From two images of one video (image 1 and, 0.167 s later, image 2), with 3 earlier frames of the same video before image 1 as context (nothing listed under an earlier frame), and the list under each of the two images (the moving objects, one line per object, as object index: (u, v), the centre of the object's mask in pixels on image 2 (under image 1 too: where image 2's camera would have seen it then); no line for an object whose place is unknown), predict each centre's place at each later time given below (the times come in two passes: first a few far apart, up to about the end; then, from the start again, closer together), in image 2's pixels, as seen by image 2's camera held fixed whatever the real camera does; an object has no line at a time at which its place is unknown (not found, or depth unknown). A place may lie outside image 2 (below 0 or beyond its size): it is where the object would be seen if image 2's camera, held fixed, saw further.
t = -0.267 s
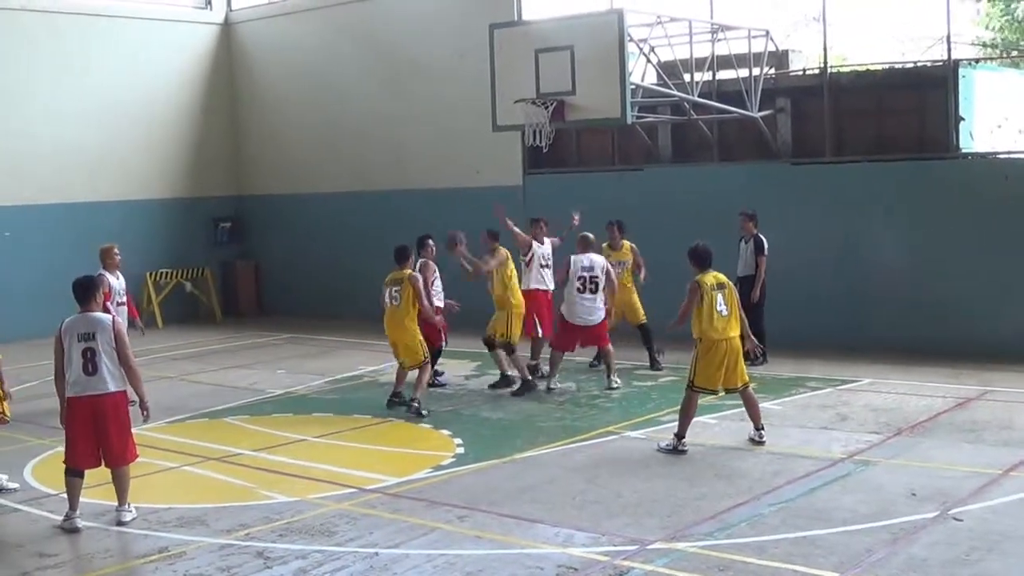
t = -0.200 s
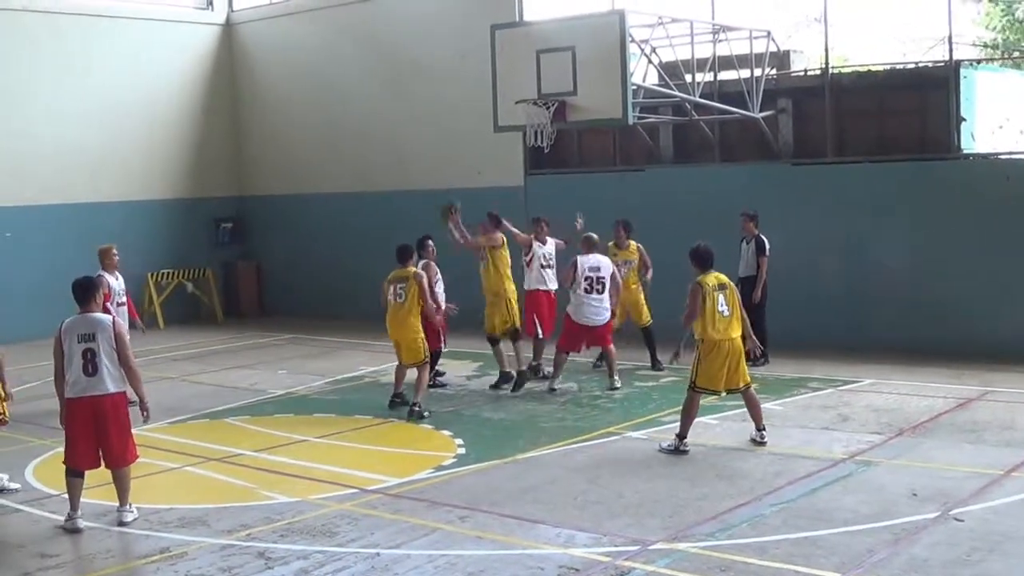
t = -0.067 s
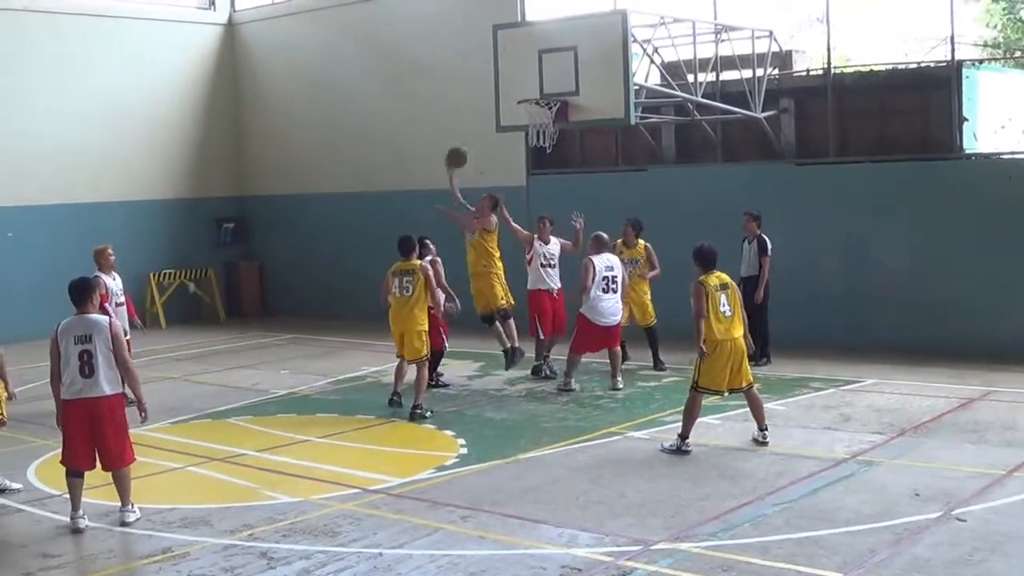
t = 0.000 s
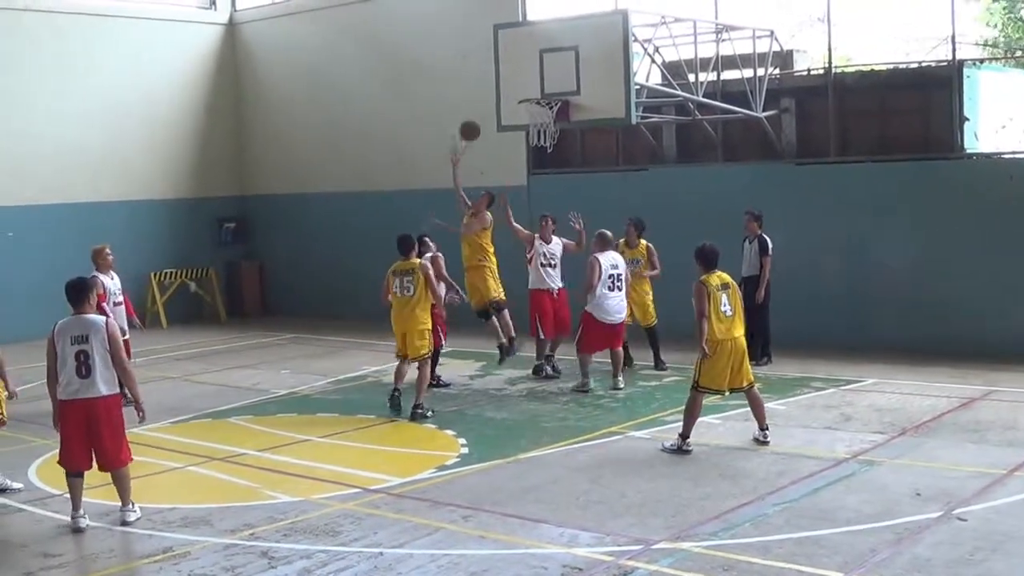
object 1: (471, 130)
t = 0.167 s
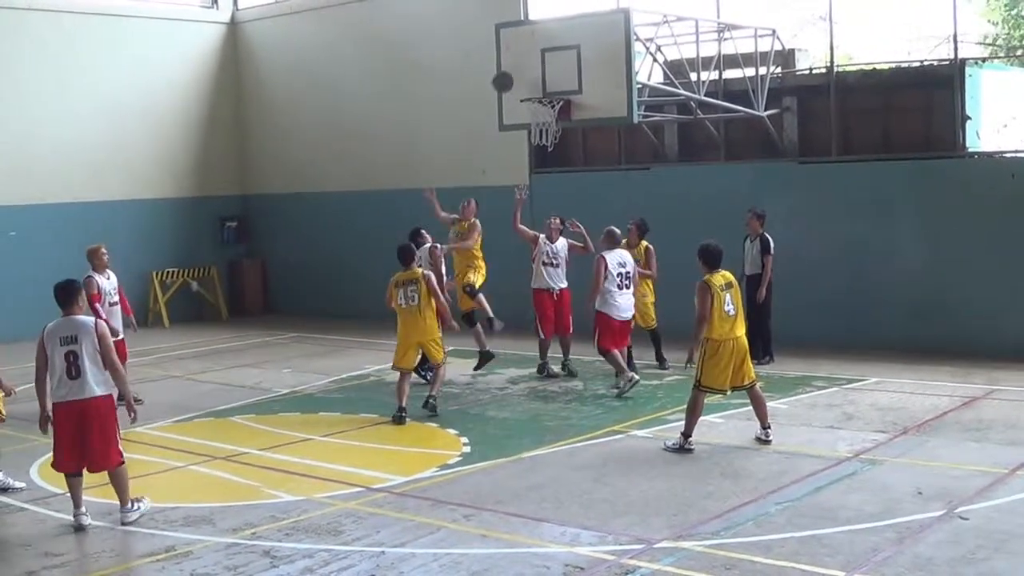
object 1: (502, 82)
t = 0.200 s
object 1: (509, 75)
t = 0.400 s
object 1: (517, 57)
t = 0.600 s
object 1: (517, 74)
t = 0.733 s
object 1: (517, 106)
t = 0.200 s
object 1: (509, 75)
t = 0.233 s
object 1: (516, 70)
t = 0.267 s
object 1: (517, 65)
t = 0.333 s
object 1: (517, 59)
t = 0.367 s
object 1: (517, 57)
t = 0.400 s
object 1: (517, 57)
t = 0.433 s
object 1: (516, 58)
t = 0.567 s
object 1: (517, 68)
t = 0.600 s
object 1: (517, 74)
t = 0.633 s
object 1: (517, 80)
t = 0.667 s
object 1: (517, 88)
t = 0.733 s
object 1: (517, 106)
